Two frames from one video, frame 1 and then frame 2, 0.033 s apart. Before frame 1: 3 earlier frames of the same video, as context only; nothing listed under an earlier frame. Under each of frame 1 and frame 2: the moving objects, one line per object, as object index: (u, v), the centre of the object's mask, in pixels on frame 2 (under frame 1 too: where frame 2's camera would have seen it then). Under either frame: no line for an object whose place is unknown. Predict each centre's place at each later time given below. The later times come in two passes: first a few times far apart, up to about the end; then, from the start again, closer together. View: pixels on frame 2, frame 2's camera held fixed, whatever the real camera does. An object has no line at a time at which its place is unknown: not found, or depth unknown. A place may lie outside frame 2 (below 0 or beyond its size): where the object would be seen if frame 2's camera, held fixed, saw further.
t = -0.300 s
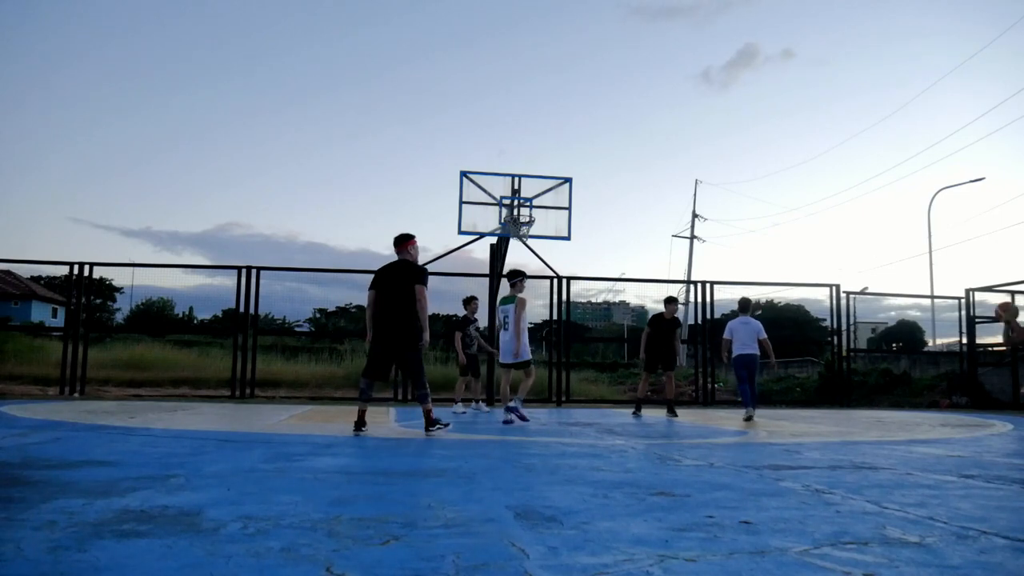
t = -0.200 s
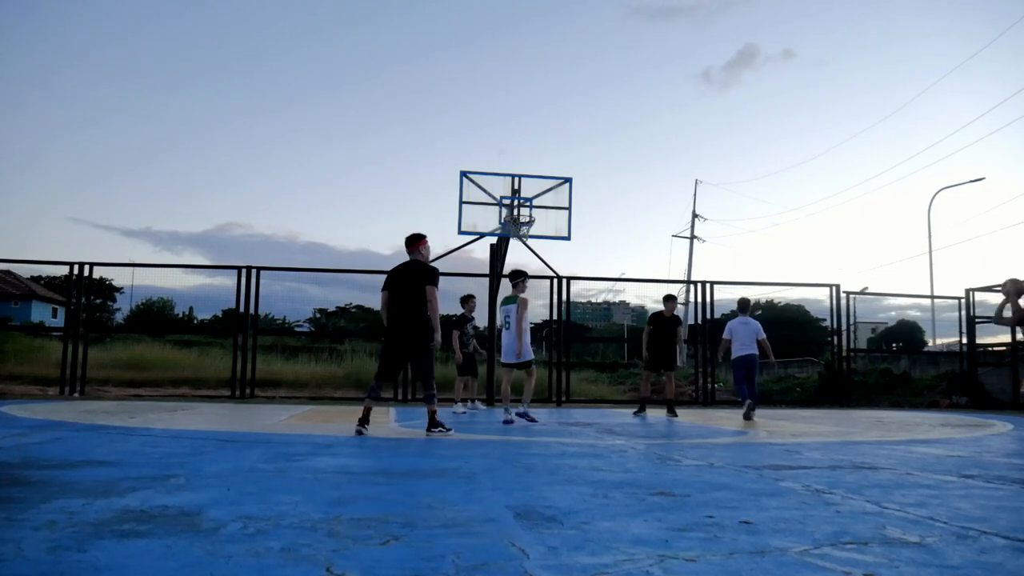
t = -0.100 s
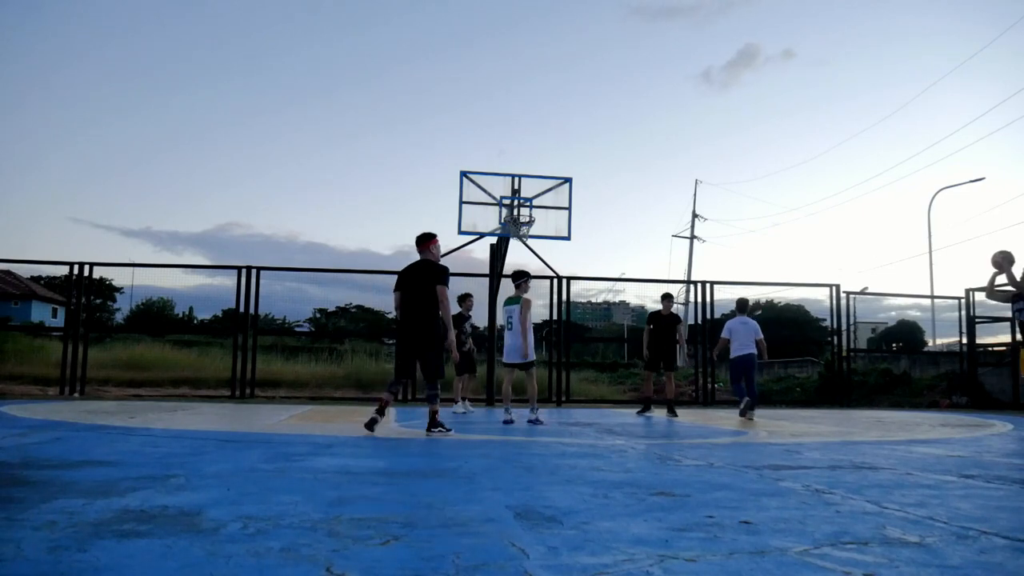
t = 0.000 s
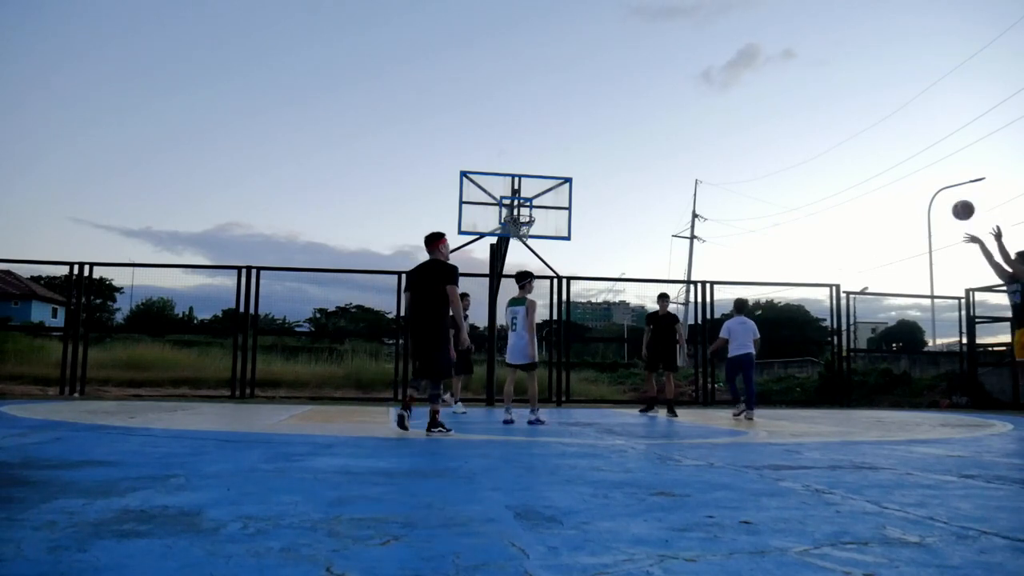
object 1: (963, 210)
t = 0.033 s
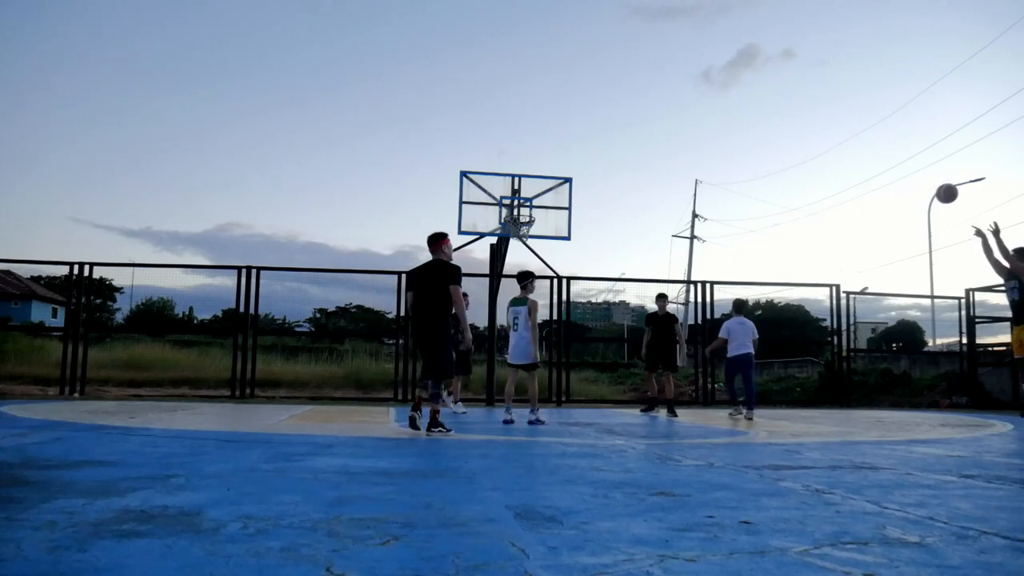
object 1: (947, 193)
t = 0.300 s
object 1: (829, 103)
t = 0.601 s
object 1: (722, 76)
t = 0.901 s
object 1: (631, 110)
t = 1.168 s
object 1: (563, 184)
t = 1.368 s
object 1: (567, 235)
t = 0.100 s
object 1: (915, 164)
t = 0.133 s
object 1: (900, 151)
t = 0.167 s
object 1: (885, 139)
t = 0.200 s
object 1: (870, 128)
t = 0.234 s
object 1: (856, 119)
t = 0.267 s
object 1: (843, 110)
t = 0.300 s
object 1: (829, 103)
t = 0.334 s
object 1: (816, 96)
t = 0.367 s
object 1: (804, 91)
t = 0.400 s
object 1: (791, 86)
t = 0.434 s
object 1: (779, 82)
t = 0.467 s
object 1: (767, 80)
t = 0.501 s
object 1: (755, 77)
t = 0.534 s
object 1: (744, 76)
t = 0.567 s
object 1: (733, 76)
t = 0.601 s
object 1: (722, 76)
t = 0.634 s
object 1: (711, 77)
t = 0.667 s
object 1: (700, 79)
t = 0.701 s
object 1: (690, 81)
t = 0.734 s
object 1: (680, 84)
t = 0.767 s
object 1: (670, 88)
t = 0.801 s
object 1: (660, 92)
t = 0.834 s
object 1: (650, 98)
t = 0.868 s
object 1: (641, 103)
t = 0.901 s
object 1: (631, 110)
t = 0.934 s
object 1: (623, 117)
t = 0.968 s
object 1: (613, 124)
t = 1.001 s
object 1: (604, 133)
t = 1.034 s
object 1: (596, 142)
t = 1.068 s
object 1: (587, 151)
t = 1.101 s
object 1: (579, 161)
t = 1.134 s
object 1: (570, 172)
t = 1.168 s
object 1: (563, 184)
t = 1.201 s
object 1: (554, 195)
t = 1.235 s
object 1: (546, 208)
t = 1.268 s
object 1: (542, 218)
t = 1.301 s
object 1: (550, 223)
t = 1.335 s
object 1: (559, 228)
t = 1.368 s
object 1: (567, 235)
